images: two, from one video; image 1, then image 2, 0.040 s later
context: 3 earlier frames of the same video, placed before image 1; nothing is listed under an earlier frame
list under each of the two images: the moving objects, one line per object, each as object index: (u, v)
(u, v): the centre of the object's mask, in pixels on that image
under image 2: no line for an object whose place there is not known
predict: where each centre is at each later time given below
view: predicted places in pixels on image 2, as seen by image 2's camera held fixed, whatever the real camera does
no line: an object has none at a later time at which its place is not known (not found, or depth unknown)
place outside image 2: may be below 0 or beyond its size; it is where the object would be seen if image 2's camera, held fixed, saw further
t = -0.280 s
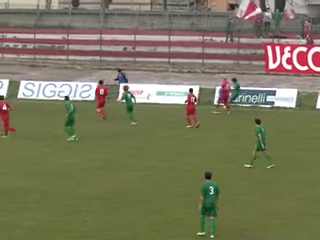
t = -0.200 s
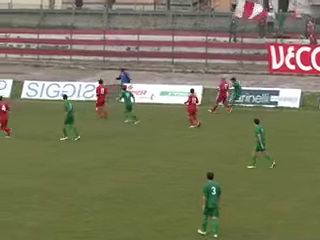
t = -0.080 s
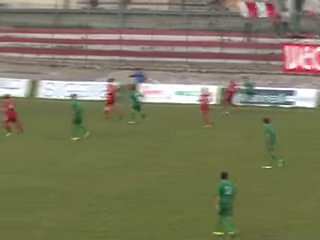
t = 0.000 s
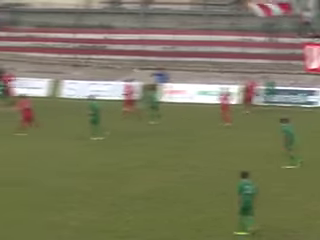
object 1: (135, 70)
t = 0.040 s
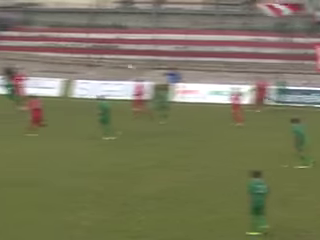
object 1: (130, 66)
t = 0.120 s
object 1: (94, 58)
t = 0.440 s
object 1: (-50, 36)
